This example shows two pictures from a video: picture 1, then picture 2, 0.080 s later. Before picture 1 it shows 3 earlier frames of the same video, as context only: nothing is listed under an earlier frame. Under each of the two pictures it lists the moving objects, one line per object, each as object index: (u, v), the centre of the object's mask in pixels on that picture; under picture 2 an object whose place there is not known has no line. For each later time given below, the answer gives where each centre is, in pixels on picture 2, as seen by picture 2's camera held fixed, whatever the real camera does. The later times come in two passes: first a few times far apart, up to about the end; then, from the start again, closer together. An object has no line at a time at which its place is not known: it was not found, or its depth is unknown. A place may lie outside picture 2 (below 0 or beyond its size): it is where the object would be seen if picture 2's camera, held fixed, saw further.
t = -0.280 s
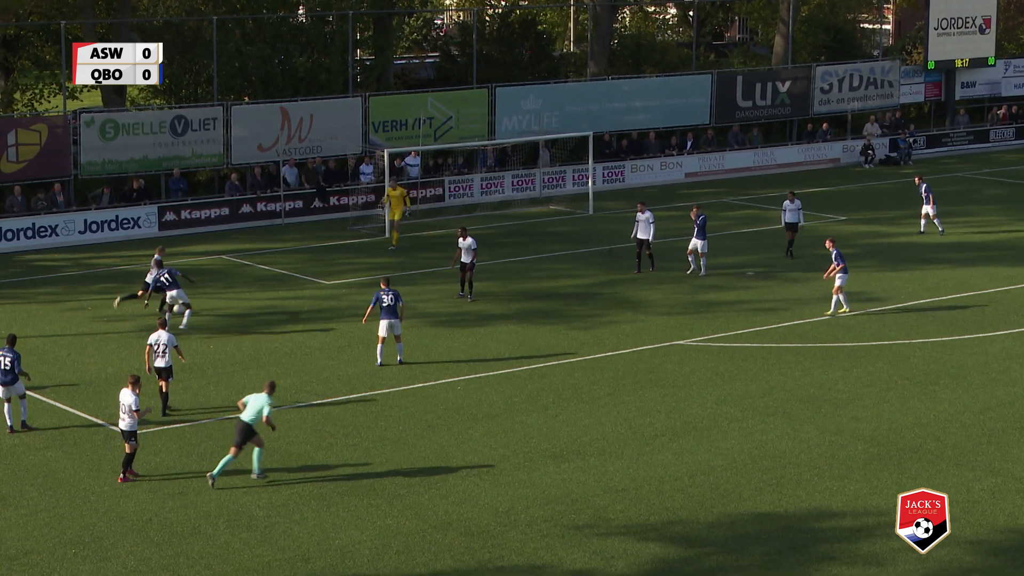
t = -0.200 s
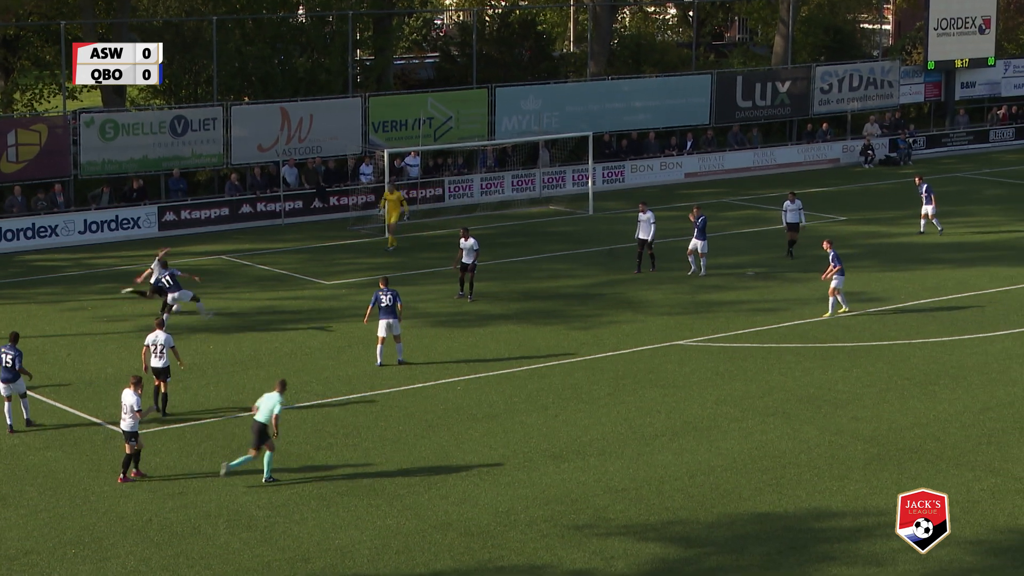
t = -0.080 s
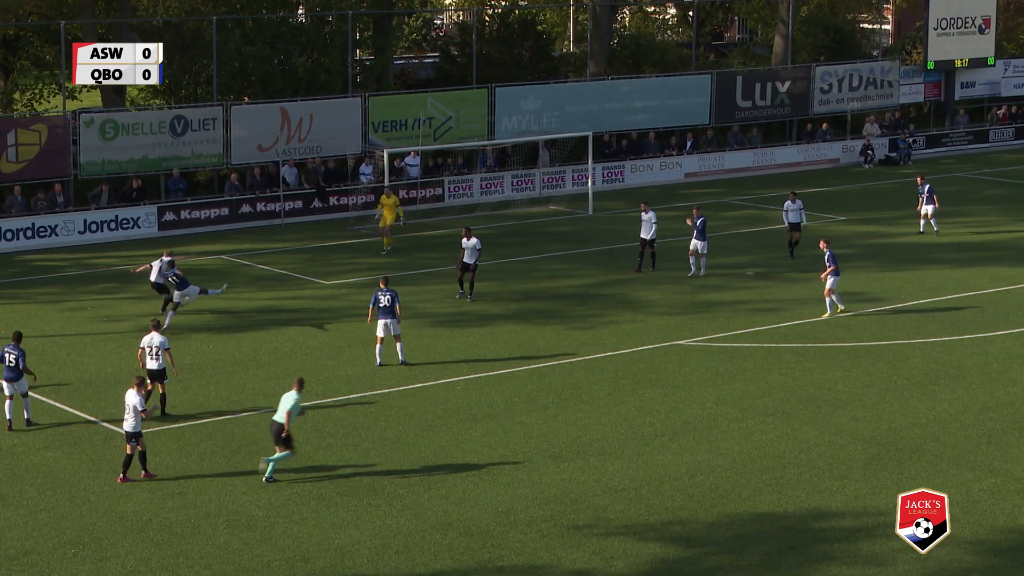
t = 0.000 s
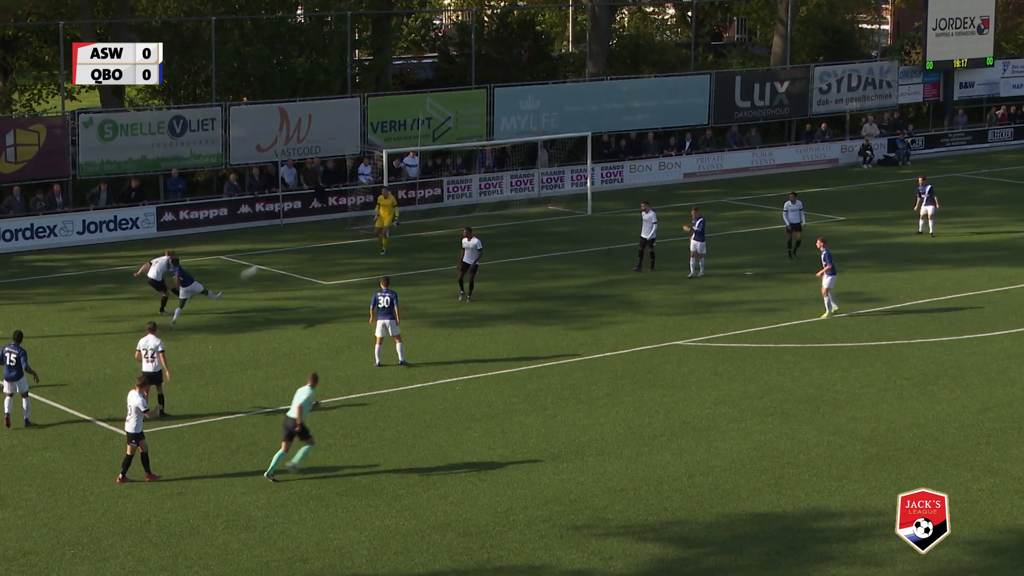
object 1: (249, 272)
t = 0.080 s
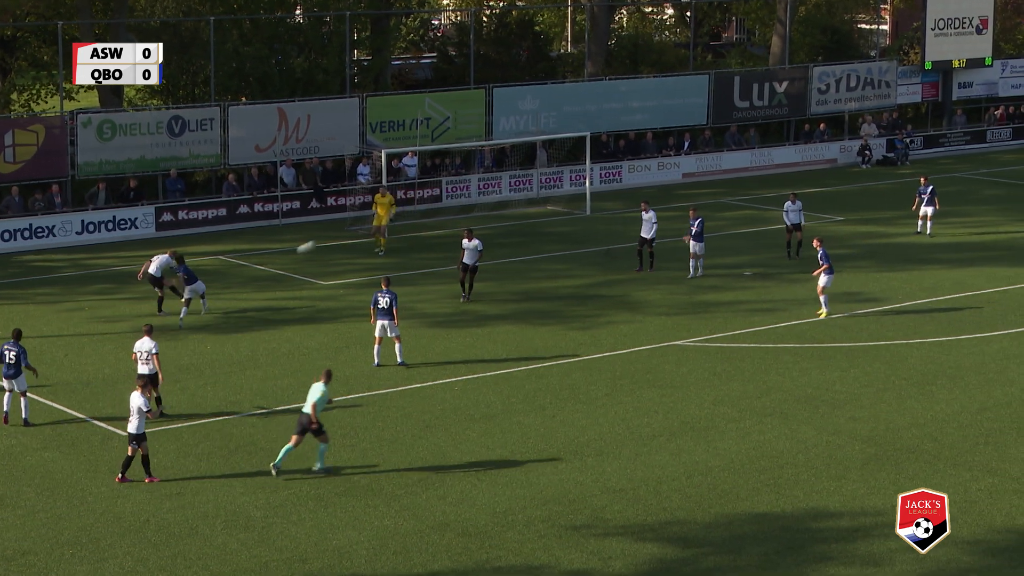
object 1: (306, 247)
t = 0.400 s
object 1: (530, 163)
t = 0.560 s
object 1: (637, 130)
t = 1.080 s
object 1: (977, 81)
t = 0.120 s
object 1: (337, 235)
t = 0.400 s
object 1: (530, 163)
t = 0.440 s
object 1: (558, 154)
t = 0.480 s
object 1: (584, 146)
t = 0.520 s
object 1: (611, 137)
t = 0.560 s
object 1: (637, 130)
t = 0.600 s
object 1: (663, 123)
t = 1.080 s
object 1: (977, 81)
